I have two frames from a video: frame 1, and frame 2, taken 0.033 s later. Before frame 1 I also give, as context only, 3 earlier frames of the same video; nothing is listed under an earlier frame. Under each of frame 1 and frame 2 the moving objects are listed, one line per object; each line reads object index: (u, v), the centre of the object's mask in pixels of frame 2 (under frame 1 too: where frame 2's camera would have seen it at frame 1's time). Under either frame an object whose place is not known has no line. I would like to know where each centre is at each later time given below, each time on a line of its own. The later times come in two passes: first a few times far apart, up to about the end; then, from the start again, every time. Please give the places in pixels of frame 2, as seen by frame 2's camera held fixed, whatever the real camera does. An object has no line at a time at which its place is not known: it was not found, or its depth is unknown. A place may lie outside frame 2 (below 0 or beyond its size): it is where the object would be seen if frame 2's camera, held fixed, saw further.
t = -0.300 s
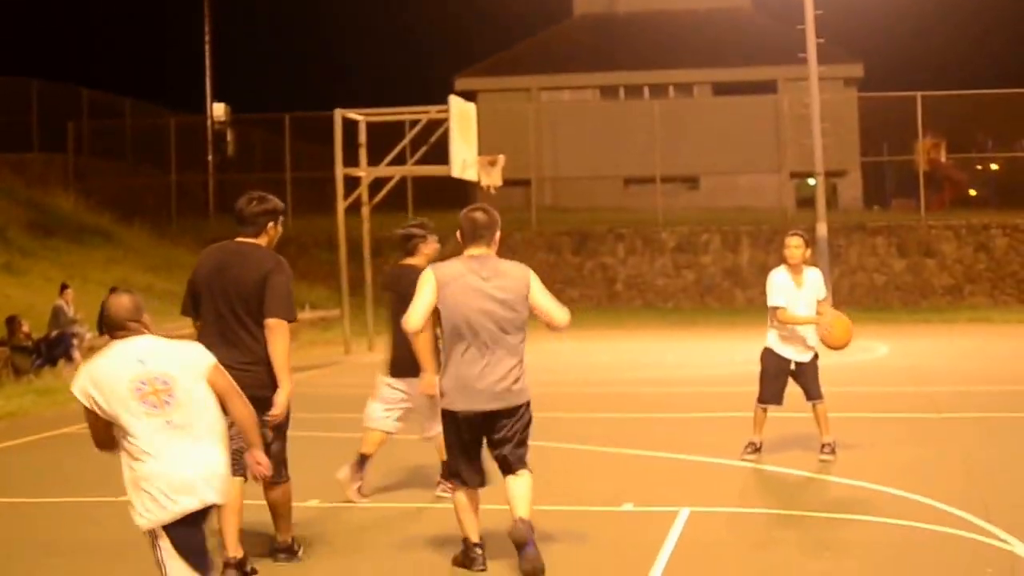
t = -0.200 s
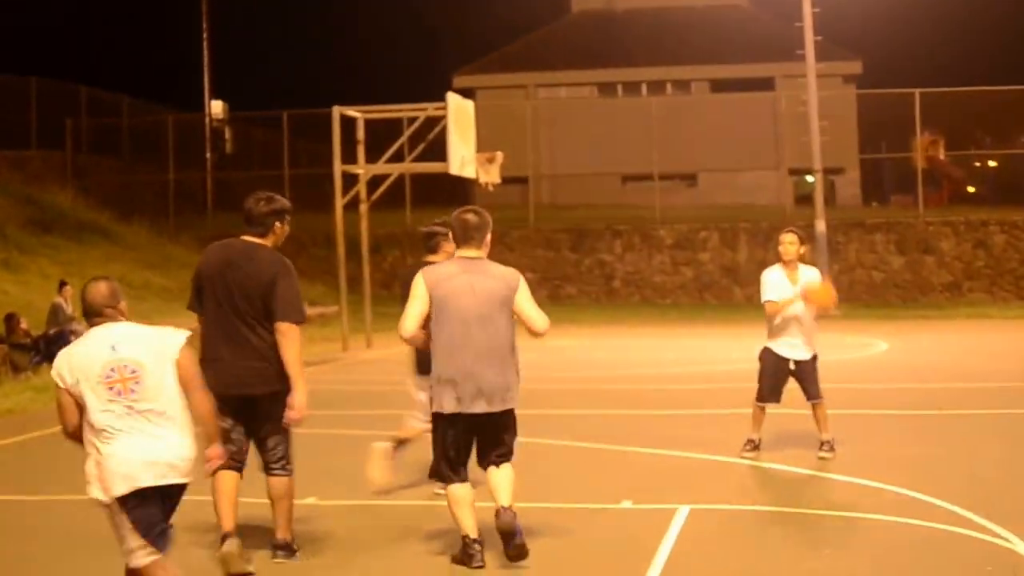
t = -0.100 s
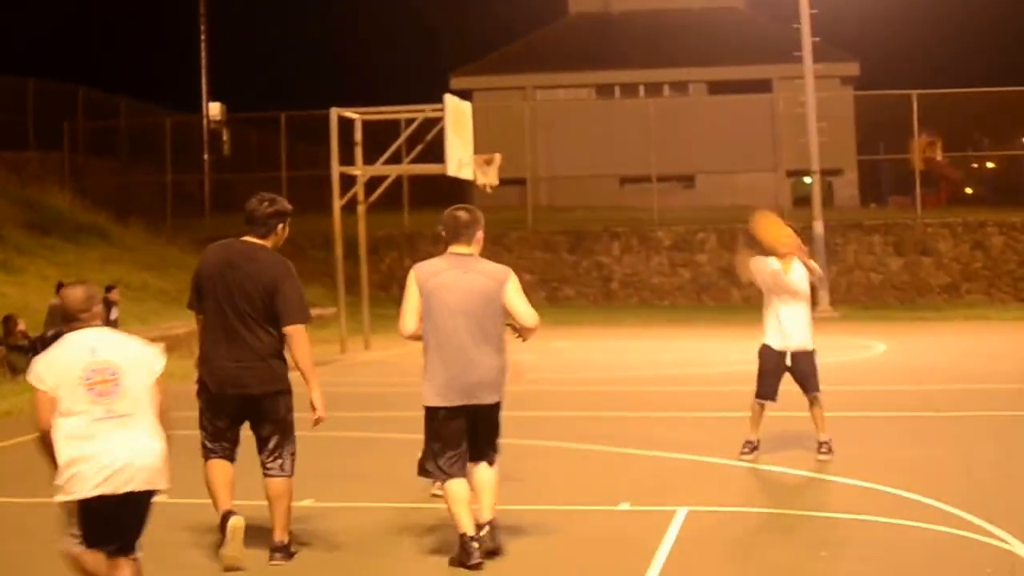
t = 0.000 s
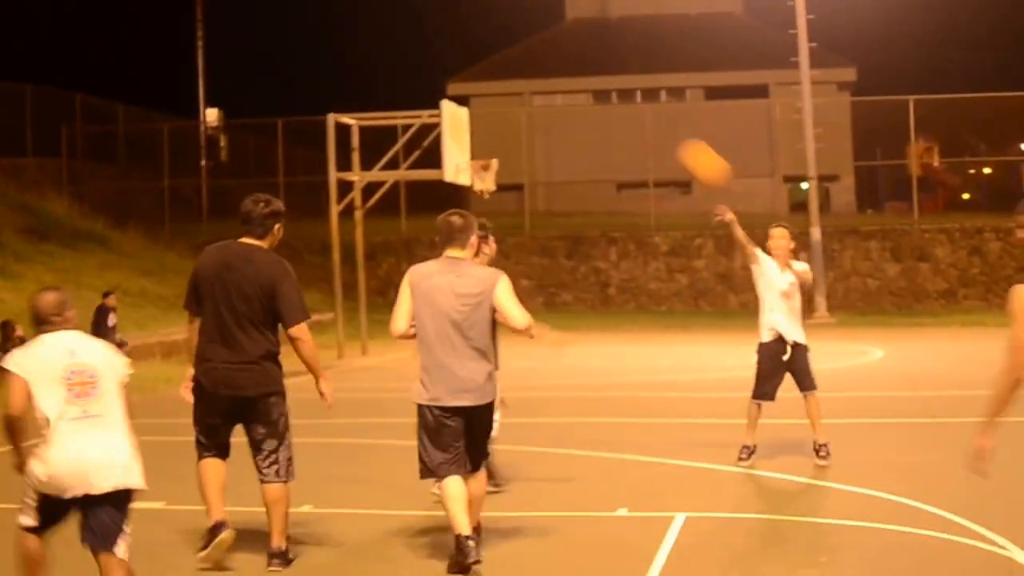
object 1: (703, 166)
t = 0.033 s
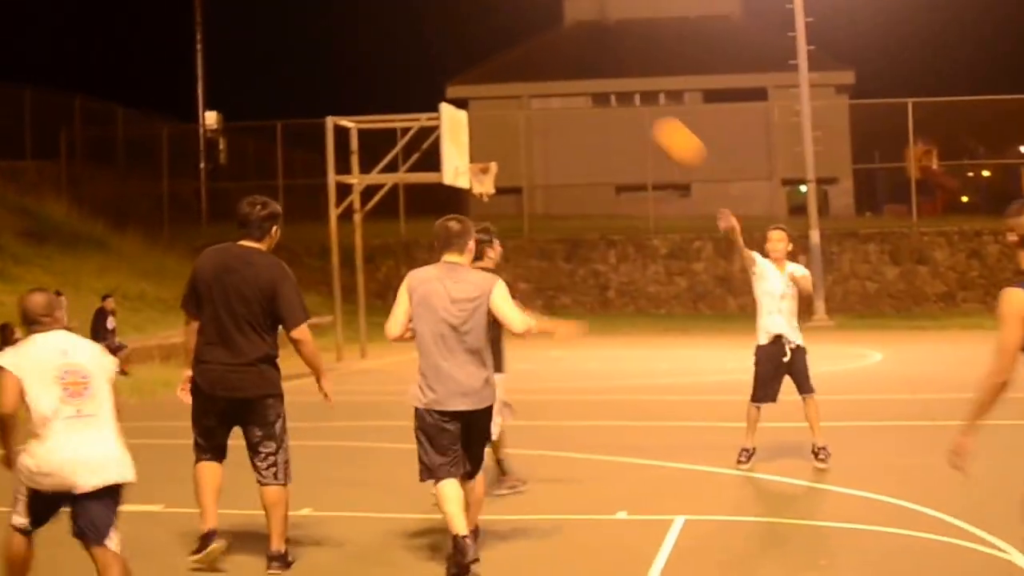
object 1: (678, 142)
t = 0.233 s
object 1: (523, 20)
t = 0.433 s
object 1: (378, -58)
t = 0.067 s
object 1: (653, 118)
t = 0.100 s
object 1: (628, 96)
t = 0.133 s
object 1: (602, 75)
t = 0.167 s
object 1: (576, 56)
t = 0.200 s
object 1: (550, 38)
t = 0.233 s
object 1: (523, 20)
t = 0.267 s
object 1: (496, 4)
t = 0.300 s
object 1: (472, -9)
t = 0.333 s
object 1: (448, -22)
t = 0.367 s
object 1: (425, -36)
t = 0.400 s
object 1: (407, -48)
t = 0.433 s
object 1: (378, -58)
